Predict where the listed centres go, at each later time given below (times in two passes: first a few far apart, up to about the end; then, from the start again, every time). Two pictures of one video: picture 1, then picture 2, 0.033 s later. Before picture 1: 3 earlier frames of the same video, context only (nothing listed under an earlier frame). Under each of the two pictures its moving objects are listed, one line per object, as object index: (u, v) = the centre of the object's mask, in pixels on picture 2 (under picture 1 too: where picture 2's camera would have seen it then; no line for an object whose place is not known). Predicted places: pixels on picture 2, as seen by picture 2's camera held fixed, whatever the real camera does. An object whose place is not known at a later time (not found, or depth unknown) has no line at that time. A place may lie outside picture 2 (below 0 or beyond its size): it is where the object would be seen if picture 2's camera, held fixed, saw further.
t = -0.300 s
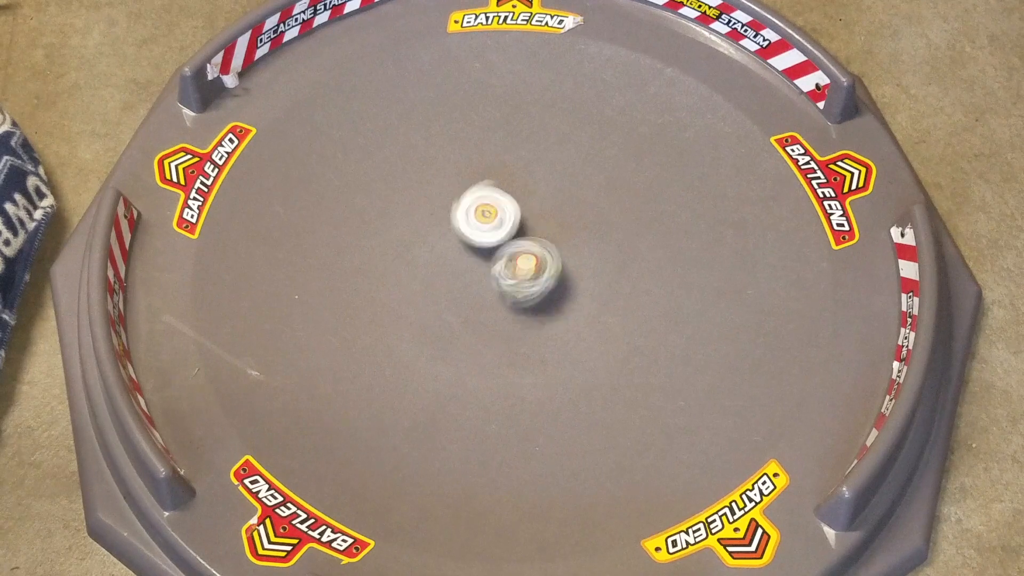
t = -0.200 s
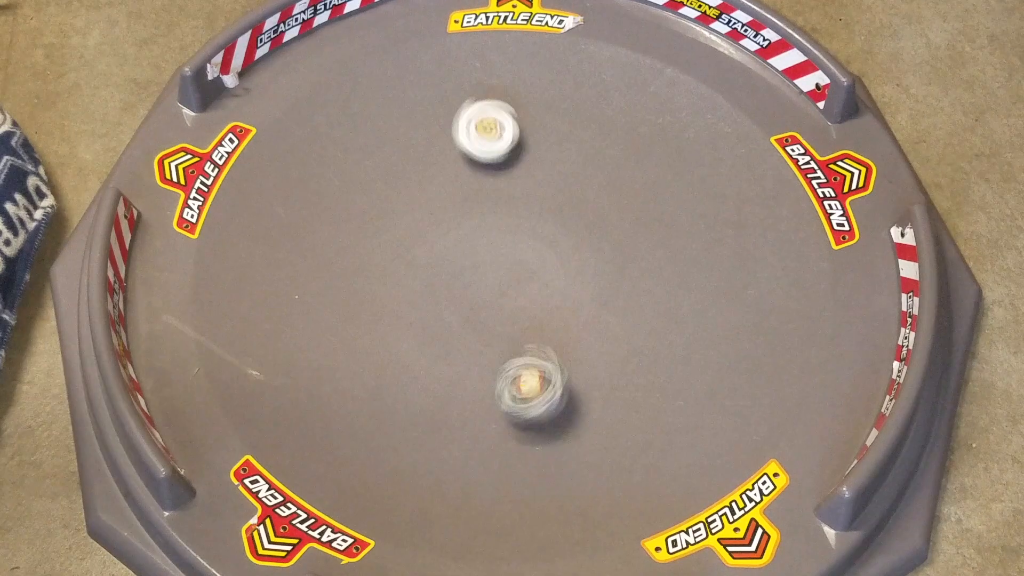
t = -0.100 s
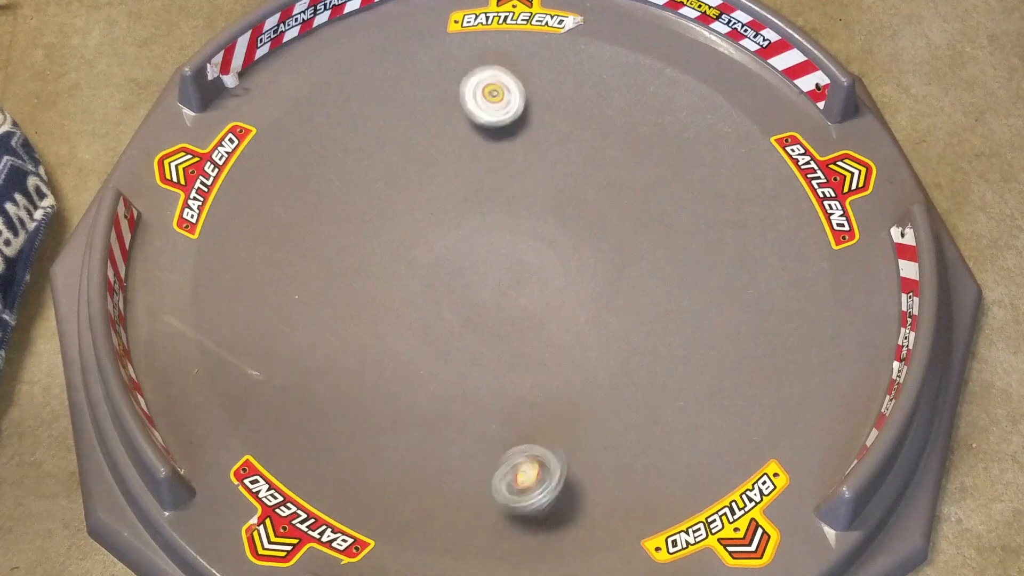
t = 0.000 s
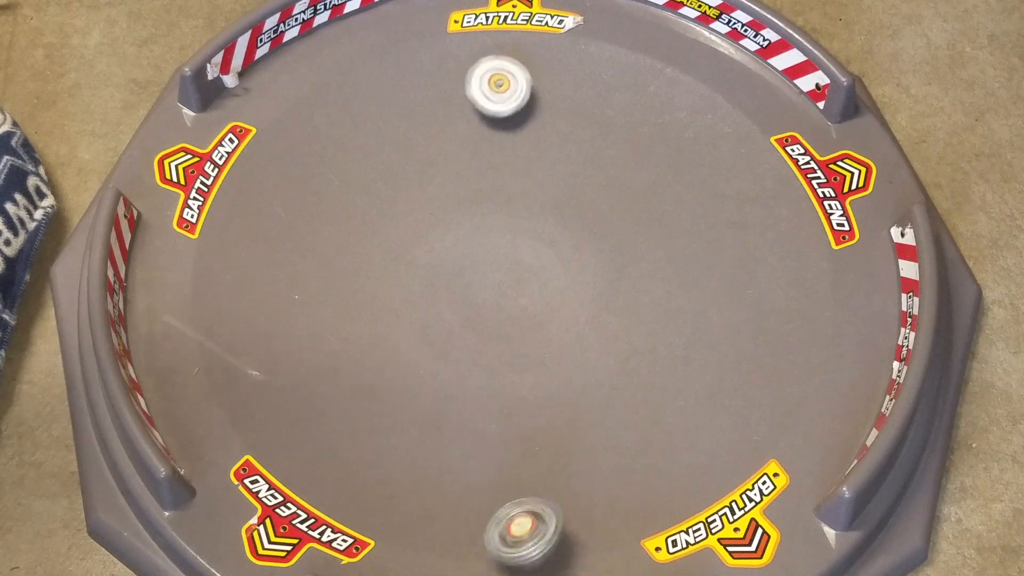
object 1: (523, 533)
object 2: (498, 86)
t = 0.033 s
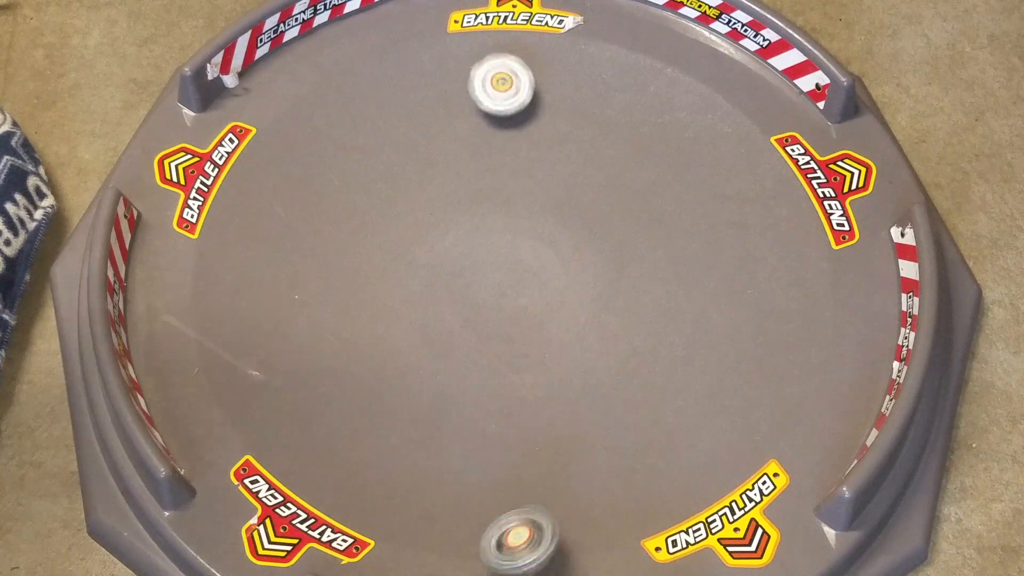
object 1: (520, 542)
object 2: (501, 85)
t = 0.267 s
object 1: (483, 561)
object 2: (524, 94)
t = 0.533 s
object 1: (440, 558)
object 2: (546, 142)
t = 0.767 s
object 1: (404, 525)
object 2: (547, 192)
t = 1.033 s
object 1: (436, 400)
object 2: (510, 245)
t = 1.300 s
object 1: (432, 326)
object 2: (520, 191)
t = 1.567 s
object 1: (441, 325)
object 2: (532, 159)
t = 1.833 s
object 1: (451, 331)
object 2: (558, 162)
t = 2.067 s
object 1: (456, 331)
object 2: (561, 190)
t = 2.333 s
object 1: (460, 329)
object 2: (523, 222)
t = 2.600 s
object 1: (463, 331)
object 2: (523, 310)
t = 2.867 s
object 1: (469, 332)
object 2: (549, 289)
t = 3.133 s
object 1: (473, 334)
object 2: (555, 302)
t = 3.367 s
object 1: (479, 329)
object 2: (548, 287)
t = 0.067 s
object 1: (515, 547)
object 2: (505, 83)
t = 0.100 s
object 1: (510, 551)
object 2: (507, 83)
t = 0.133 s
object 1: (503, 554)
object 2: (511, 84)
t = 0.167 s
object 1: (498, 556)
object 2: (514, 85)
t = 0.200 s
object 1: (493, 558)
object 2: (517, 88)
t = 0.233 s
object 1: (488, 560)
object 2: (521, 91)
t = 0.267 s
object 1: (483, 561)
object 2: (524, 94)
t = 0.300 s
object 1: (478, 561)
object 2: (527, 99)
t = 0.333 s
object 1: (473, 562)
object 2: (531, 104)
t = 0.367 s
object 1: (467, 562)
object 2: (533, 110)
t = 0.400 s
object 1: (461, 562)
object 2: (537, 116)
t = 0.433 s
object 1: (455, 561)
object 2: (540, 122)
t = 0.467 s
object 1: (450, 561)
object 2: (542, 129)
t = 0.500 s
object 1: (444, 560)
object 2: (545, 135)
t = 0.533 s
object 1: (440, 558)
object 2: (546, 142)
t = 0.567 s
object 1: (434, 556)
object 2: (547, 149)
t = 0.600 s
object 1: (428, 554)
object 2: (549, 156)
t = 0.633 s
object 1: (422, 551)
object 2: (549, 163)
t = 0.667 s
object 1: (418, 547)
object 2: (550, 171)
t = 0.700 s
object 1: (412, 542)
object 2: (549, 178)
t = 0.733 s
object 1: (408, 534)
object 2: (549, 185)
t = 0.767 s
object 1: (404, 525)
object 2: (547, 192)
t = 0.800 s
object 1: (404, 515)
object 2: (545, 200)
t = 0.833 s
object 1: (405, 505)
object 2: (543, 207)
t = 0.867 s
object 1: (406, 492)
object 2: (539, 213)
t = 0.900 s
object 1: (411, 477)
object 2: (535, 221)
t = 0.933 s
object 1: (415, 460)
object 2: (529, 227)
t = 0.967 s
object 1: (422, 441)
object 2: (523, 234)
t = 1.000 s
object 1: (428, 422)
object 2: (517, 240)
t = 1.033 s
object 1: (436, 400)
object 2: (510, 245)
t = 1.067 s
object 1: (444, 379)
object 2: (503, 252)
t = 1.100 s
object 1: (451, 356)
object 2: (496, 257)
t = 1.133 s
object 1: (460, 335)
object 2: (488, 262)
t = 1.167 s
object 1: (462, 318)
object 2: (486, 261)
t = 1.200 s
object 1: (453, 326)
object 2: (499, 234)
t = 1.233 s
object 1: (440, 328)
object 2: (509, 213)
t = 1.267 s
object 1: (434, 328)
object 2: (516, 199)
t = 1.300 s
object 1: (432, 326)
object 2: (520, 191)
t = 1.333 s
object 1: (435, 326)
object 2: (521, 186)
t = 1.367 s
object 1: (435, 327)
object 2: (520, 181)
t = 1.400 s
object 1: (435, 326)
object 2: (521, 176)
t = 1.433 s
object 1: (436, 325)
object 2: (521, 172)
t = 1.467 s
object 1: (438, 326)
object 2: (523, 168)
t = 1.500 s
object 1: (439, 327)
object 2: (526, 165)
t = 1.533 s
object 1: (439, 326)
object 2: (527, 161)
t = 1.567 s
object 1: (441, 325)
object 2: (532, 159)
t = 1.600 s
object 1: (443, 327)
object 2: (533, 158)
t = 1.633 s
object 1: (443, 328)
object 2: (537, 155)
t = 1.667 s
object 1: (444, 327)
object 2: (542, 156)
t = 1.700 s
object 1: (447, 327)
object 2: (544, 155)
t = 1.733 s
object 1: (448, 330)
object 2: (549, 155)
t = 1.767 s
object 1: (447, 330)
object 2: (552, 159)
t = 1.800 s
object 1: (449, 329)
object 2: (554, 159)
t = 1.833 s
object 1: (451, 331)
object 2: (558, 162)
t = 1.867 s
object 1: (451, 332)
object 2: (559, 166)
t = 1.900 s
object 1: (450, 332)
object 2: (561, 168)
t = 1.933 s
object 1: (450, 330)
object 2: (562, 173)
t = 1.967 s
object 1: (452, 329)
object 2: (562, 177)
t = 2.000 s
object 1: (454, 328)
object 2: (563, 181)
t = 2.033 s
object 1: (456, 329)
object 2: (561, 186)
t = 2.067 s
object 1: (456, 331)
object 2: (561, 190)
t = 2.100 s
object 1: (453, 331)
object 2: (558, 194)
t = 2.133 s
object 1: (454, 329)
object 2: (555, 198)
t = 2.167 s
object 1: (457, 328)
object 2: (552, 202)
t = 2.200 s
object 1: (460, 330)
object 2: (547, 206)
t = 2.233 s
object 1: (458, 333)
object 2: (542, 210)
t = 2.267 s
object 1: (455, 332)
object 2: (536, 213)
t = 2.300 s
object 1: (455, 330)
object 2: (529, 217)
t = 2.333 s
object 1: (460, 329)
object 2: (523, 222)
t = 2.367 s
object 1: (462, 331)
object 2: (516, 229)
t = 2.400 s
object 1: (460, 332)
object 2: (508, 237)
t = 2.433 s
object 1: (460, 331)
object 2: (502, 248)
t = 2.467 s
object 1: (462, 330)
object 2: (499, 262)
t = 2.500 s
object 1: (464, 332)
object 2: (499, 275)
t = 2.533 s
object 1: (462, 334)
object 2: (504, 288)
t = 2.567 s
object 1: (462, 332)
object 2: (513, 300)
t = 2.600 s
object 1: (463, 331)
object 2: (523, 310)
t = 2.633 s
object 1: (466, 331)
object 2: (534, 316)
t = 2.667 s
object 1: (467, 334)
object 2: (544, 317)
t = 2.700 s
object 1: (465, 333)
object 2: (553, 315)
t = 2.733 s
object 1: (467, 331)
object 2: (560, 310)
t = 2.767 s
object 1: (470, 332)
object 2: (564, 305)
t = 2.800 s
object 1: (469, 335)
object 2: (562, 297)
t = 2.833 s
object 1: (468, 334)
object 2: (558, 292)
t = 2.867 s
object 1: (469, 332)
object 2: (549, 289)
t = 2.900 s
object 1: (471, 333)
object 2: (541, 289)
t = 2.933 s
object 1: (472, 334)
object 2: (536, 293)
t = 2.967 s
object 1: (470, 334)
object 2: (536, 298)
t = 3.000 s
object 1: (469, 332)
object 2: (538, 303)
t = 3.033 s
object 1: (472, 330)
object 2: (543, 305)
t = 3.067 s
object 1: (475, 331)
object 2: (548, 306)
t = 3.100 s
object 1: (475, 333)
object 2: (553, 305)
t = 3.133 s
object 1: (473, 334)
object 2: (555, 302)
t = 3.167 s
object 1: (471, 332)
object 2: (557, 300)
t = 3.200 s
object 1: (474, 329)
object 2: (557, 297)
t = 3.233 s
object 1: (479, 330)
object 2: (557, 294)
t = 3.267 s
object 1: (479, 332)
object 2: (556, 291)
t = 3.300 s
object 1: (477, 332)
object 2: (553, 289)
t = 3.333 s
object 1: (476, 330)
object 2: (551, 288)
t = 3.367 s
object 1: (479, 329)
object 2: (548, 287)
